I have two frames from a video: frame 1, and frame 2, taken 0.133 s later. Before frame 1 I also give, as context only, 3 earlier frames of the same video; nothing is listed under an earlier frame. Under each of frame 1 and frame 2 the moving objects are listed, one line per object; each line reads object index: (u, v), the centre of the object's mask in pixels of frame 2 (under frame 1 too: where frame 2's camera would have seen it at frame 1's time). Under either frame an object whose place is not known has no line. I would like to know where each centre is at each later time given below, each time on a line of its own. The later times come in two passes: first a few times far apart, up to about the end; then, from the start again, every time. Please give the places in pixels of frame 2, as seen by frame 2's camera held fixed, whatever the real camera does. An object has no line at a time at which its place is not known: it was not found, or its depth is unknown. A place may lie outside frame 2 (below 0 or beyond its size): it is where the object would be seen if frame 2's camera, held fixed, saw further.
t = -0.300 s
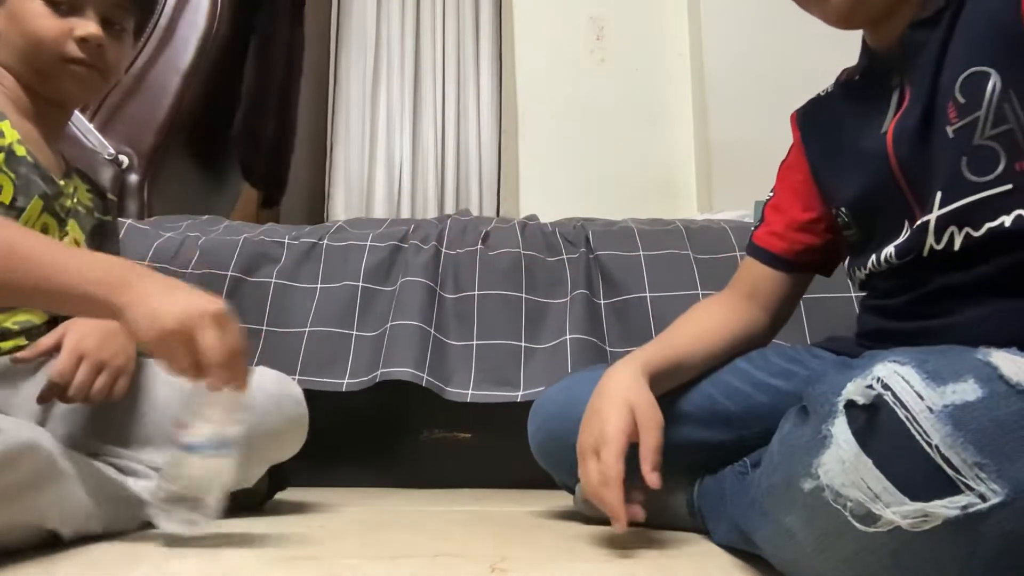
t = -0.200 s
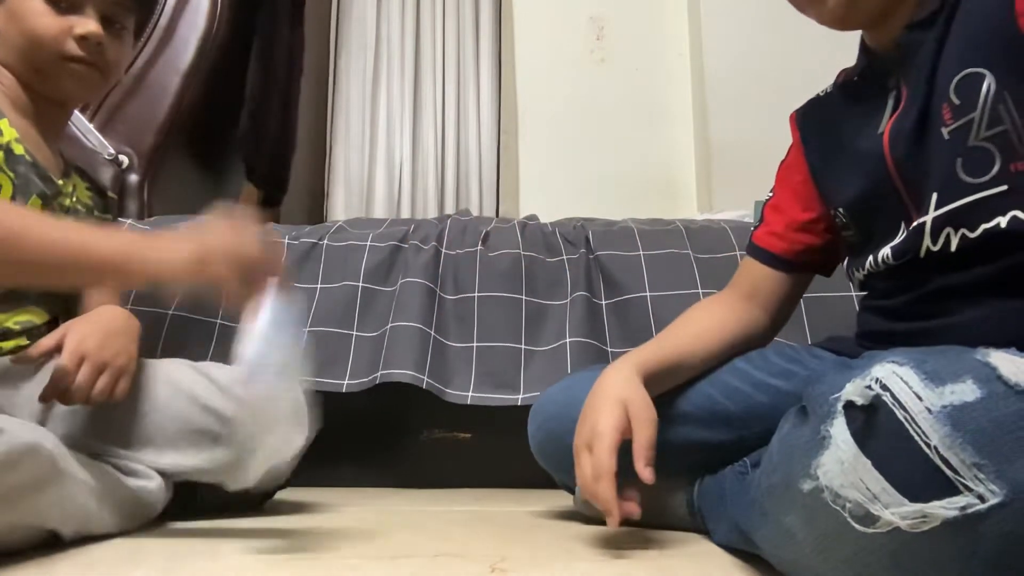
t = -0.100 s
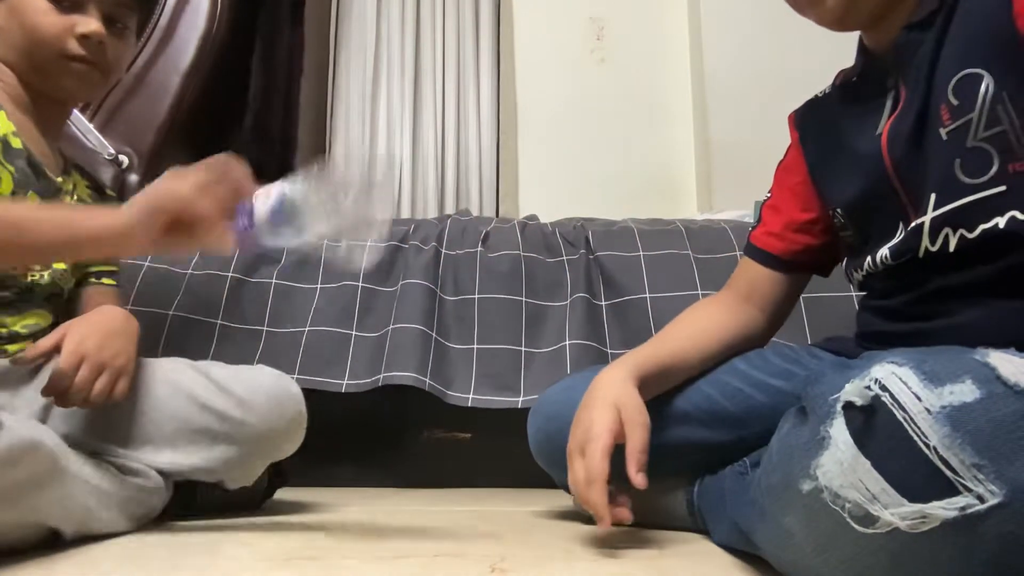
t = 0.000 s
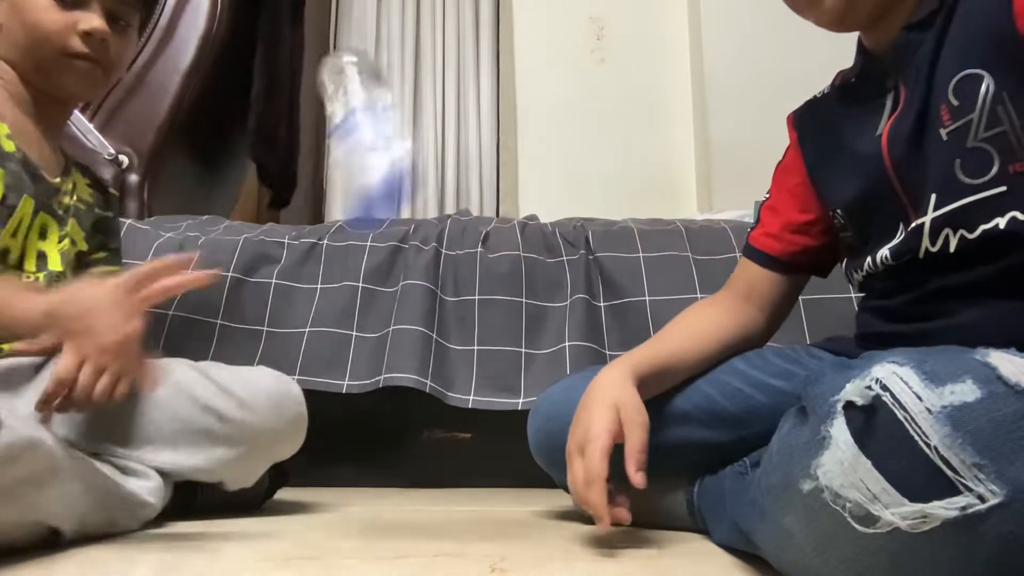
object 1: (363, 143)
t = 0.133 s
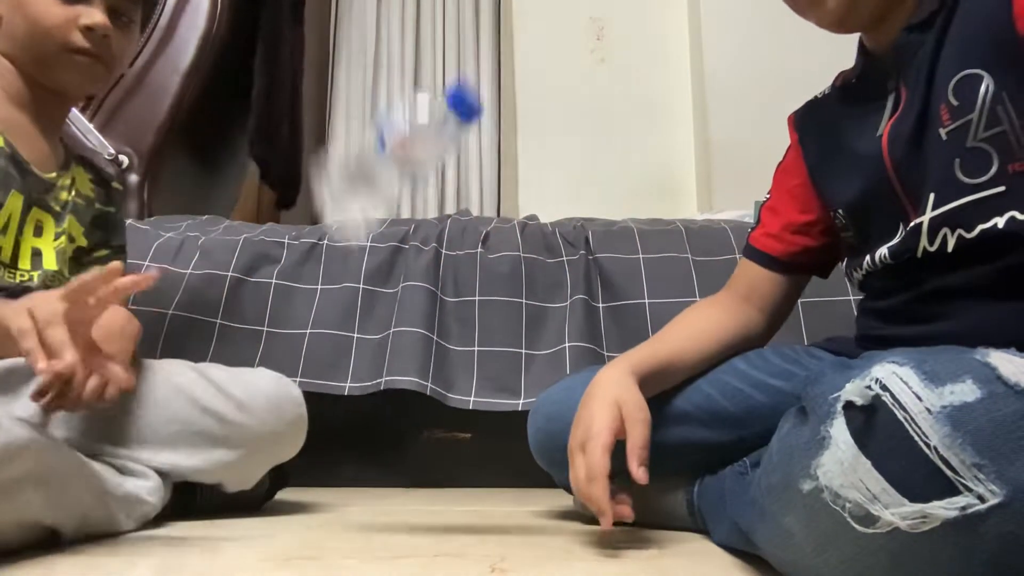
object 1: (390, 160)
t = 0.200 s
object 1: (398, 266)
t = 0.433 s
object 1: (382, 460)
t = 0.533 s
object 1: (385, 460)
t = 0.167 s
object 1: (393, 206)
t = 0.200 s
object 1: (398, 266)
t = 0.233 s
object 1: (398, 352)
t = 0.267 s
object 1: (401, 434)
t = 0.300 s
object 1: (398, 460)
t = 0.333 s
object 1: (393, 463)
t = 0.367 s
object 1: (388, 462)
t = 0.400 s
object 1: (385, 462)
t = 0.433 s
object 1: (382, 460)
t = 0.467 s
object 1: (381, 460)
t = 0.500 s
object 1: (382, 461)
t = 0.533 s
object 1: (385, 460)
